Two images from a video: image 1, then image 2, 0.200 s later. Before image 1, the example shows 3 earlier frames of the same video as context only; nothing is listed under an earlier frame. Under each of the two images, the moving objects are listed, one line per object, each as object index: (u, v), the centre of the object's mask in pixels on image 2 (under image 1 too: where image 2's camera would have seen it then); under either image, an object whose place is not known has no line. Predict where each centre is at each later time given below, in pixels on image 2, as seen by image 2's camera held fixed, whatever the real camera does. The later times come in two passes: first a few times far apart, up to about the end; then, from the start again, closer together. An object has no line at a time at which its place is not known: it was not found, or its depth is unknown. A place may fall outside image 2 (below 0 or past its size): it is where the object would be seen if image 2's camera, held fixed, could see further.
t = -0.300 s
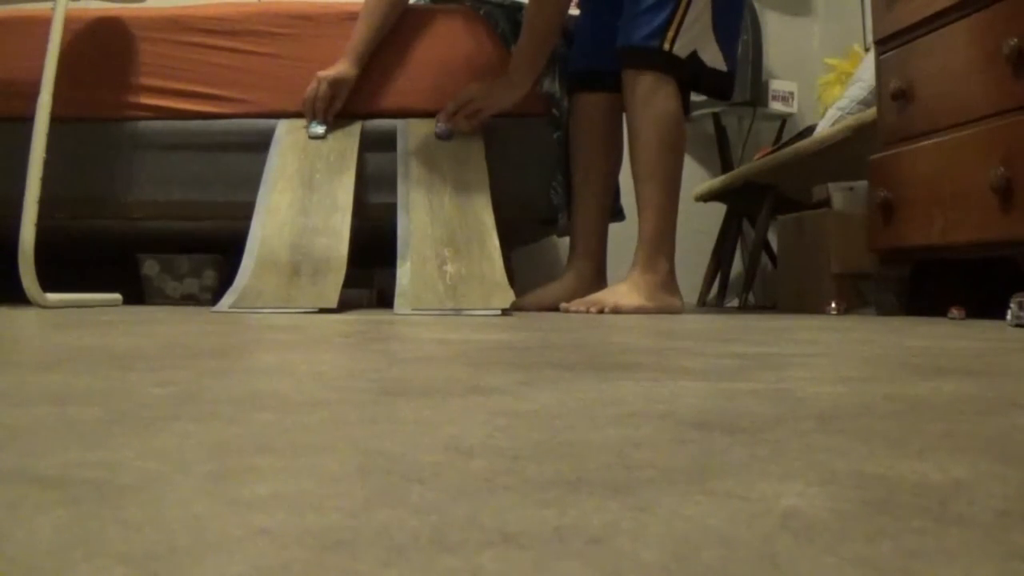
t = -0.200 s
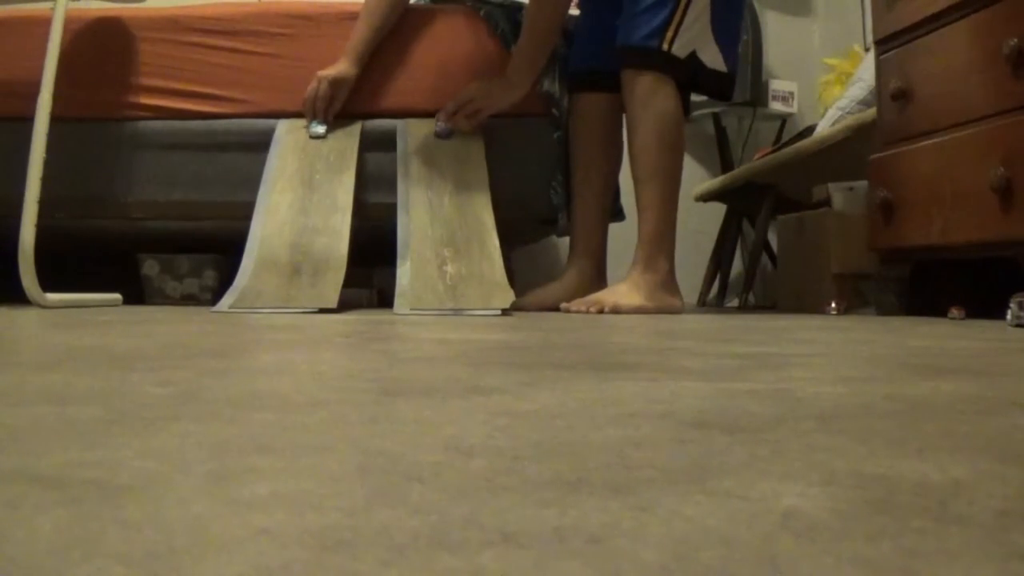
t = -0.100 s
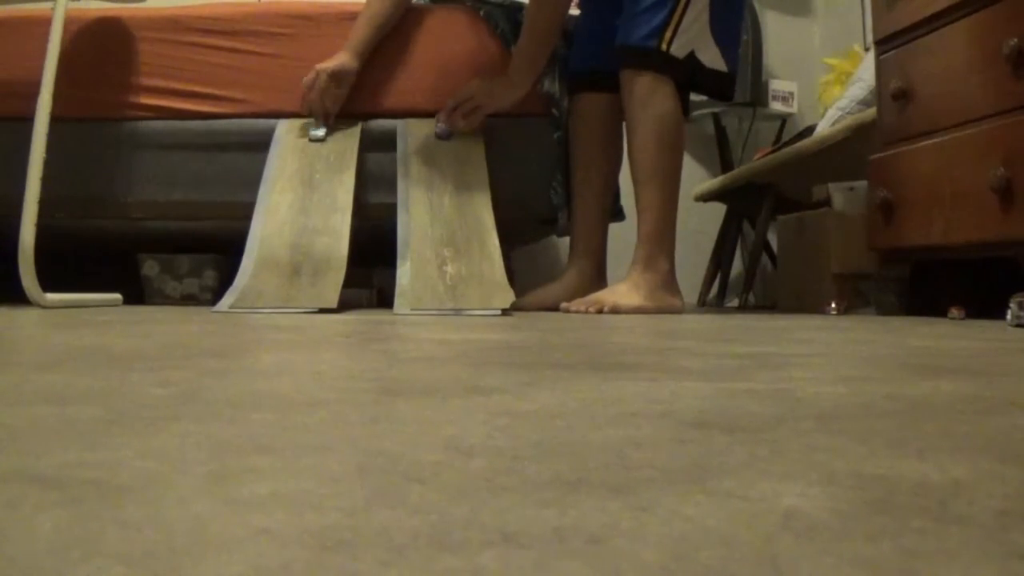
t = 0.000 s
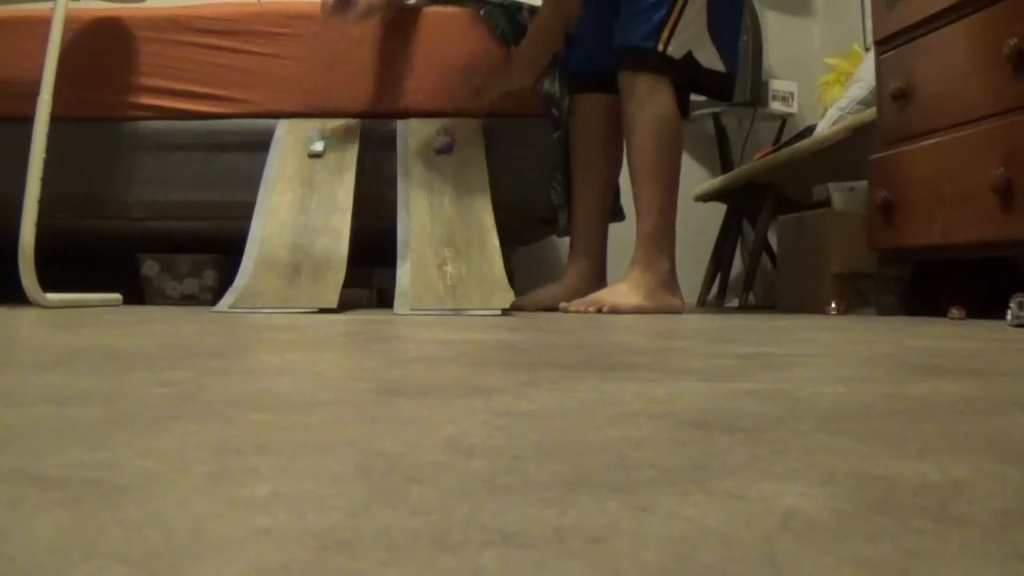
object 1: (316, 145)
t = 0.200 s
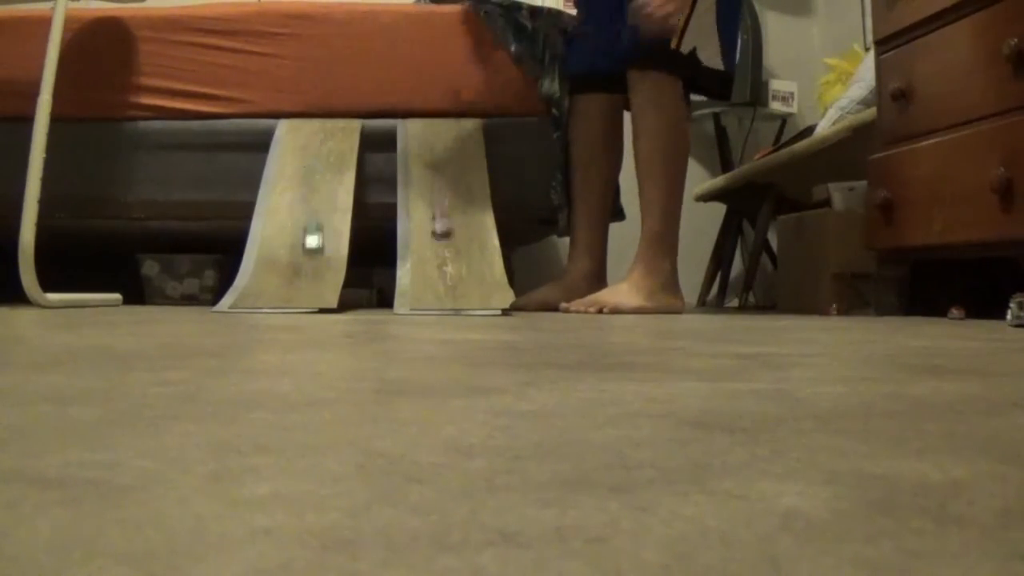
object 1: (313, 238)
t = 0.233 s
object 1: (315, 261)
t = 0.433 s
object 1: (353, 301)
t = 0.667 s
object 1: (464, 318)
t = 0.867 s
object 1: (689, 344)
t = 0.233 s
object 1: (315, 261)
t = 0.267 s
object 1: (317, 274)
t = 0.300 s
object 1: (324, 283)
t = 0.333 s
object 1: (330, 293)
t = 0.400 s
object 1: (346, 301)
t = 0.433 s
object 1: (353, 301)
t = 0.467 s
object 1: (365, 300)
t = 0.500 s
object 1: (380, 302)
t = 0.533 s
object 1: (393, 310)
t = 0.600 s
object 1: (424, 312)
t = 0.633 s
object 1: (437, 314)
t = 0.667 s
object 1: (464, 318)
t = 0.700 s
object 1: (487, 321)
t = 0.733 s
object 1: (513, 324)
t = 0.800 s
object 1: (577, 334)
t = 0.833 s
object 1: (626, 338)
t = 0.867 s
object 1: (689, 344)
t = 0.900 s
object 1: (782, 351)
